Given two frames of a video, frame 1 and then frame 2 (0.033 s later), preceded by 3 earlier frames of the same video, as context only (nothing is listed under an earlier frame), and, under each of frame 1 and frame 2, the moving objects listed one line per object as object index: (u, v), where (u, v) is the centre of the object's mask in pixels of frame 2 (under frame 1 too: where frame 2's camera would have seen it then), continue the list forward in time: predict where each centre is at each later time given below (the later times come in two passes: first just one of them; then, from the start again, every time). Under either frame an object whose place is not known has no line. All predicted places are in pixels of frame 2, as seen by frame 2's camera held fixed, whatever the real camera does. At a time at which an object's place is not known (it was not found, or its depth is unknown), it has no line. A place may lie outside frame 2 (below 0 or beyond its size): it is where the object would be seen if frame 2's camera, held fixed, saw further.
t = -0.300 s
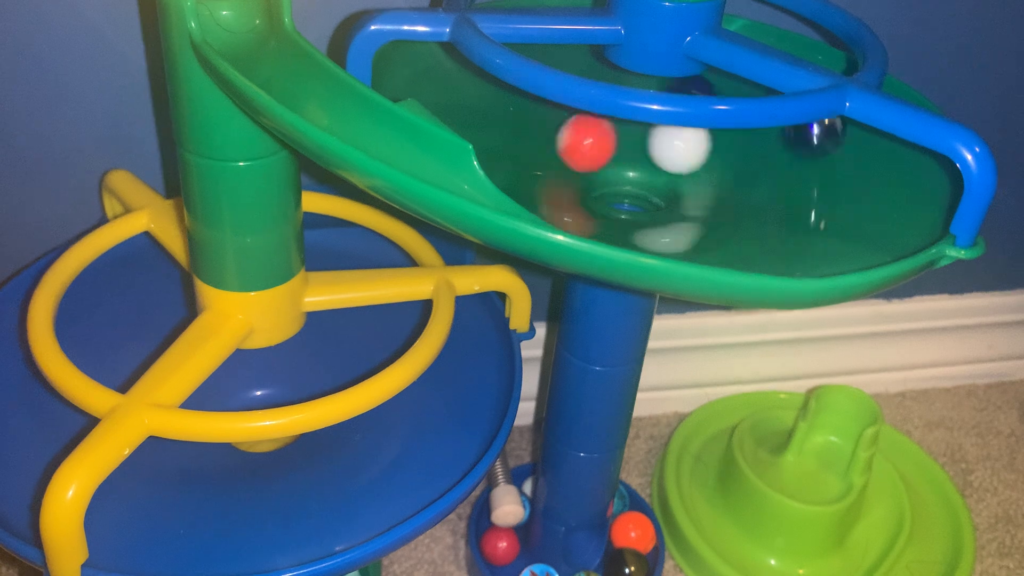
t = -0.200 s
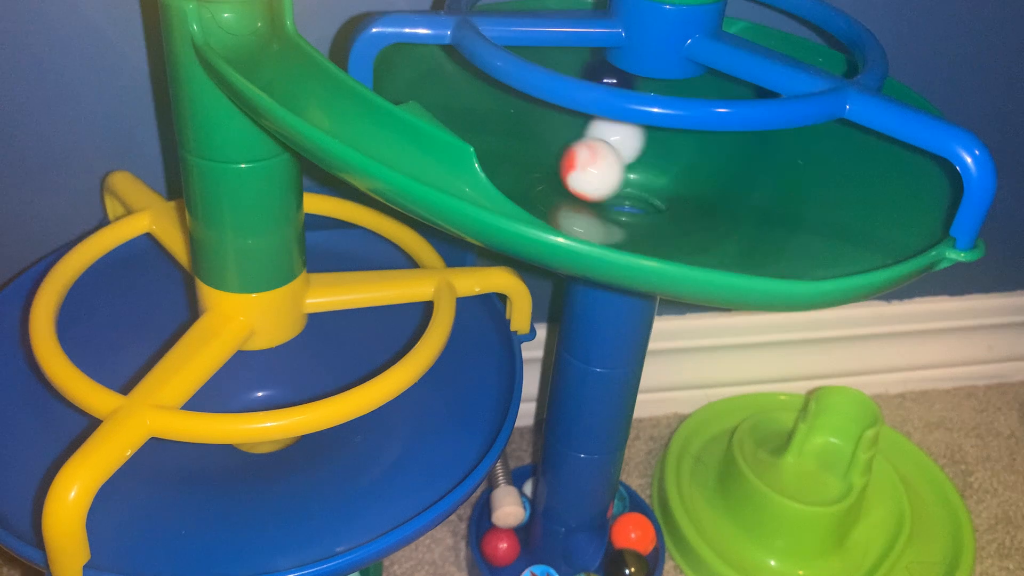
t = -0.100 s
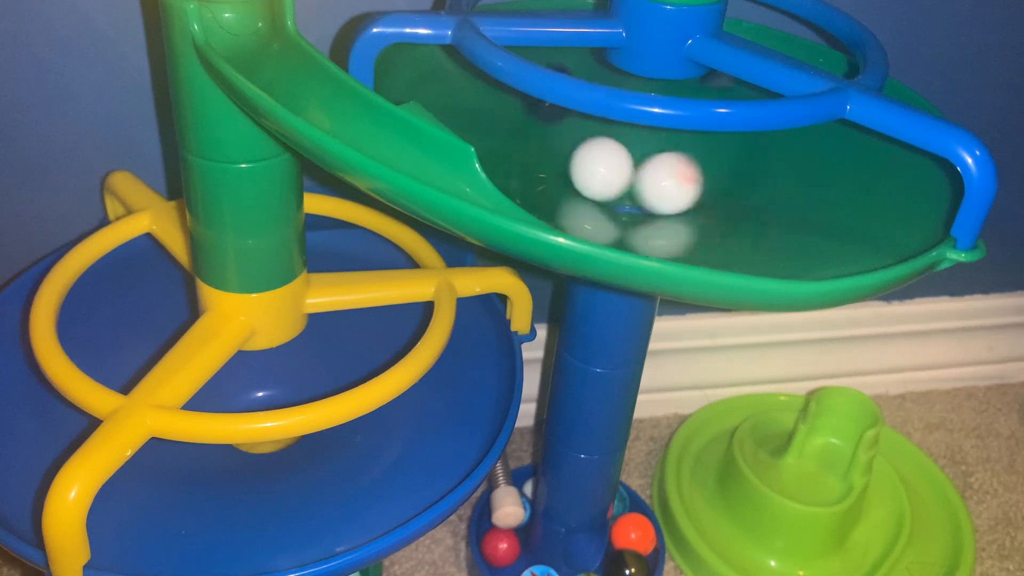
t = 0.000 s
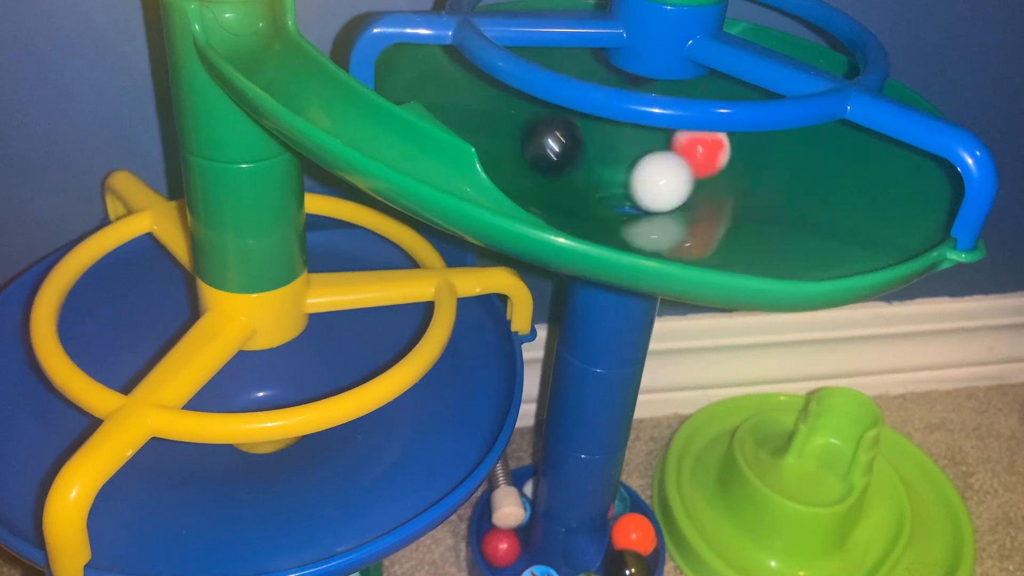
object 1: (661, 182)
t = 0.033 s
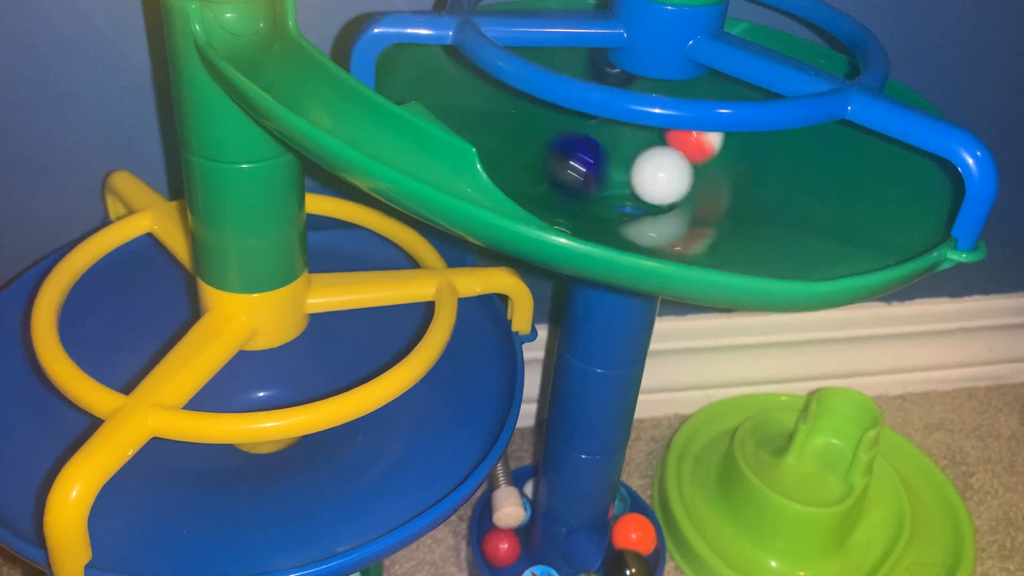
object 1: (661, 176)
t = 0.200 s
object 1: (629, 198)
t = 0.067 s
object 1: (649, 173)
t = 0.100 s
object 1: (613, 187)
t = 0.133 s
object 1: (634, 191)
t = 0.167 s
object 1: (634, 202)
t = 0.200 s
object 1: (629, 198)
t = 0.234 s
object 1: (638, 203)
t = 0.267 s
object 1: (628, 201)
